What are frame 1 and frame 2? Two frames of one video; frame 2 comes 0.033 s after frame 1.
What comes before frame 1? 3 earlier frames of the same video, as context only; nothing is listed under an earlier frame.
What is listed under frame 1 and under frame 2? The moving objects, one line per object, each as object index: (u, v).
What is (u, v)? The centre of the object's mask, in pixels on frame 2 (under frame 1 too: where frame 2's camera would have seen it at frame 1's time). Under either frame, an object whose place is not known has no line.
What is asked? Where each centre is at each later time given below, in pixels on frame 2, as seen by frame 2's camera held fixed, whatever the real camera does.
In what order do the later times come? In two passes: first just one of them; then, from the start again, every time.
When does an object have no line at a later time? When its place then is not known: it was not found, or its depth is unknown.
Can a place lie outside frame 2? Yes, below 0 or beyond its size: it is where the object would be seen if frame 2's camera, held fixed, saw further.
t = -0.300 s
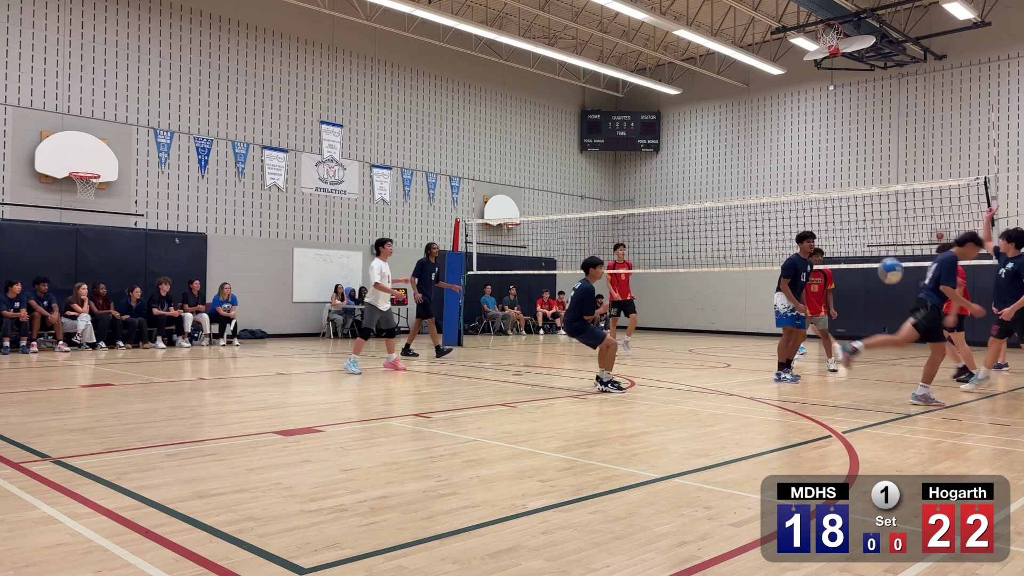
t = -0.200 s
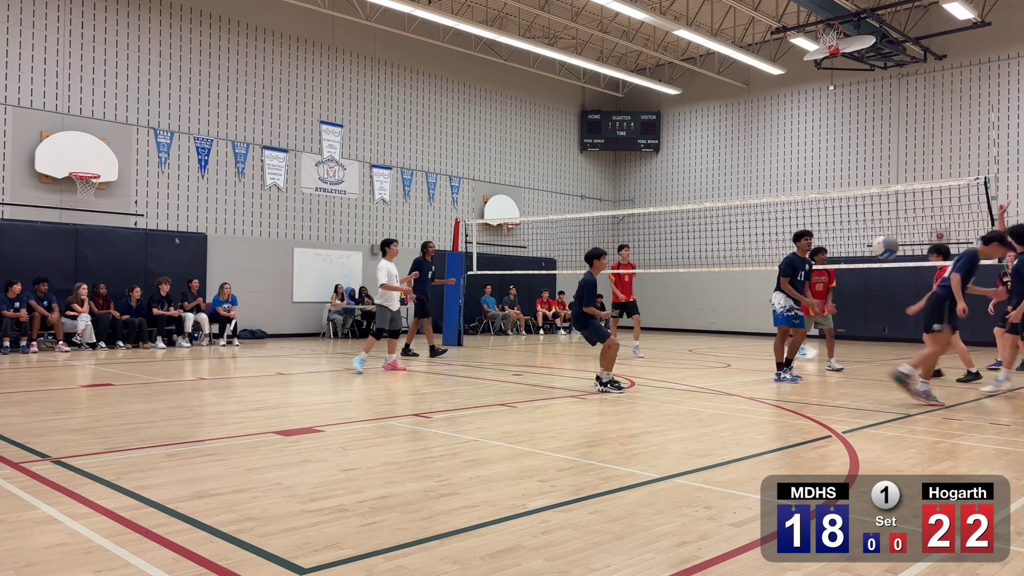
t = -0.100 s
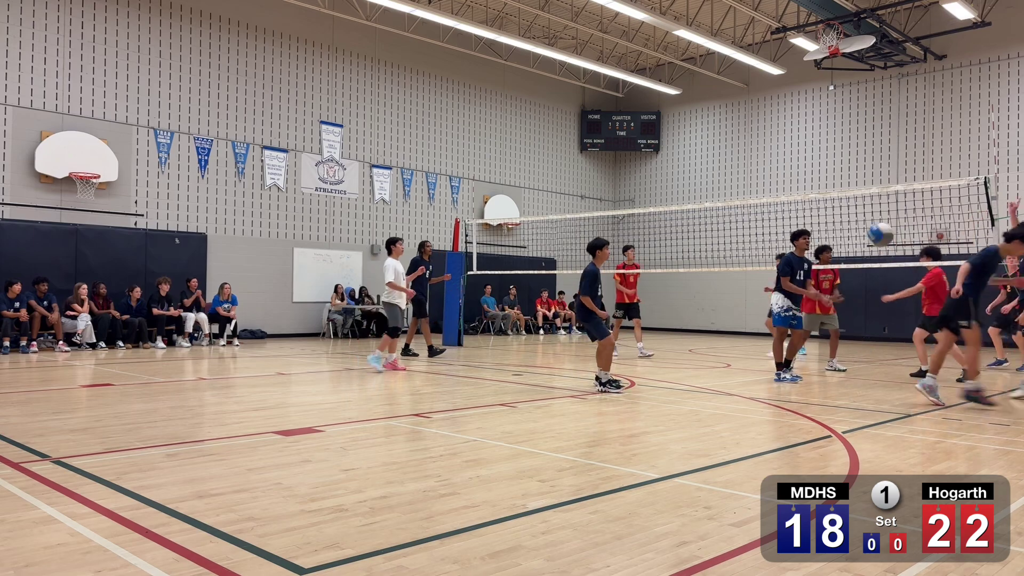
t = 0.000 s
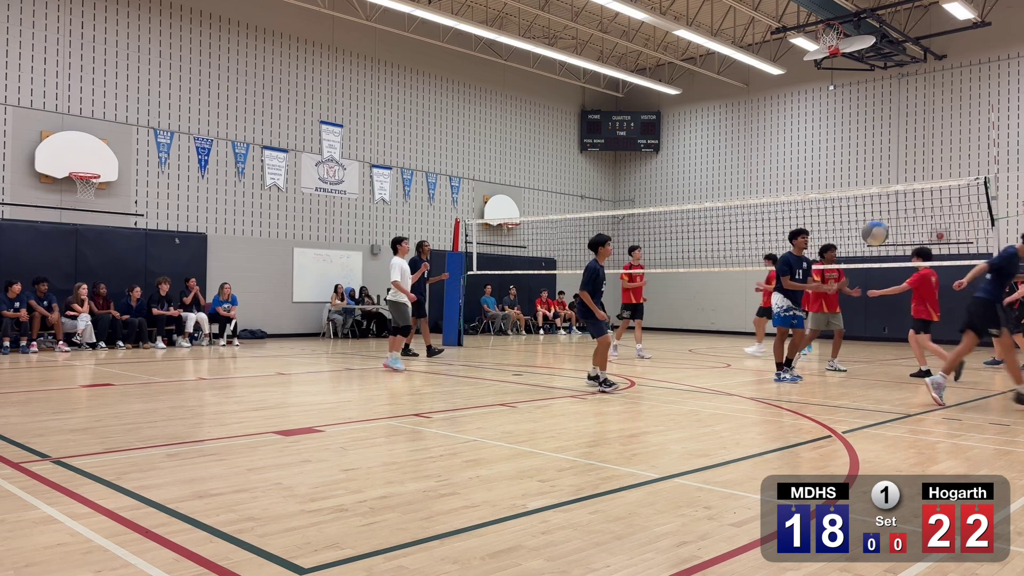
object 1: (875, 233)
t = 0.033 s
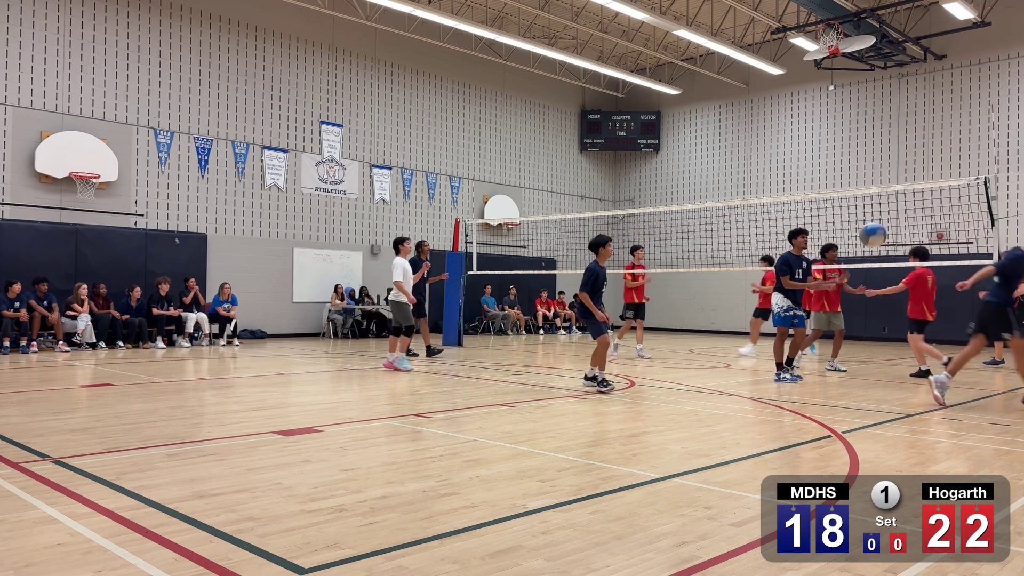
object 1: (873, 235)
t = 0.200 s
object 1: (863, 266)
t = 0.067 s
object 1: (871, 238)
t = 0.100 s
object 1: (869, 243)
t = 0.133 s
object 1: (866, 249)
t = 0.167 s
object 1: (864, 257)
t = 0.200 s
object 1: (863, 266)
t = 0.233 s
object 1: (861, 275)
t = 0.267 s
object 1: (858, 287)
